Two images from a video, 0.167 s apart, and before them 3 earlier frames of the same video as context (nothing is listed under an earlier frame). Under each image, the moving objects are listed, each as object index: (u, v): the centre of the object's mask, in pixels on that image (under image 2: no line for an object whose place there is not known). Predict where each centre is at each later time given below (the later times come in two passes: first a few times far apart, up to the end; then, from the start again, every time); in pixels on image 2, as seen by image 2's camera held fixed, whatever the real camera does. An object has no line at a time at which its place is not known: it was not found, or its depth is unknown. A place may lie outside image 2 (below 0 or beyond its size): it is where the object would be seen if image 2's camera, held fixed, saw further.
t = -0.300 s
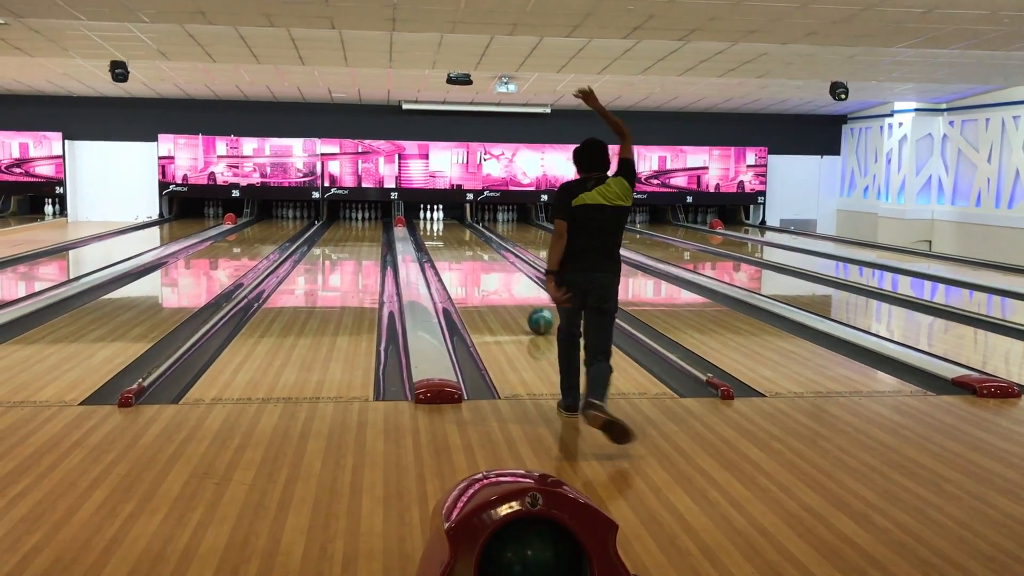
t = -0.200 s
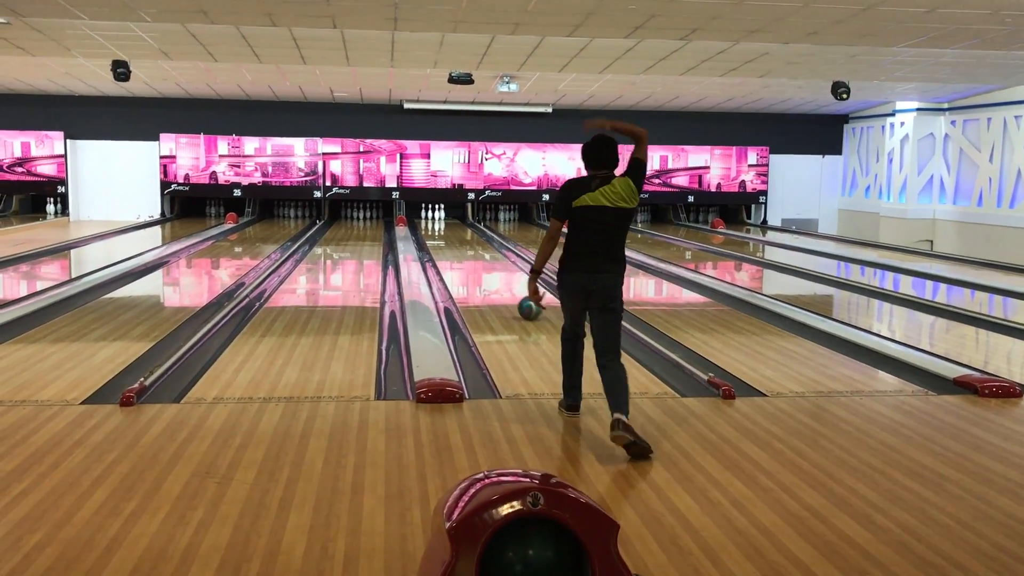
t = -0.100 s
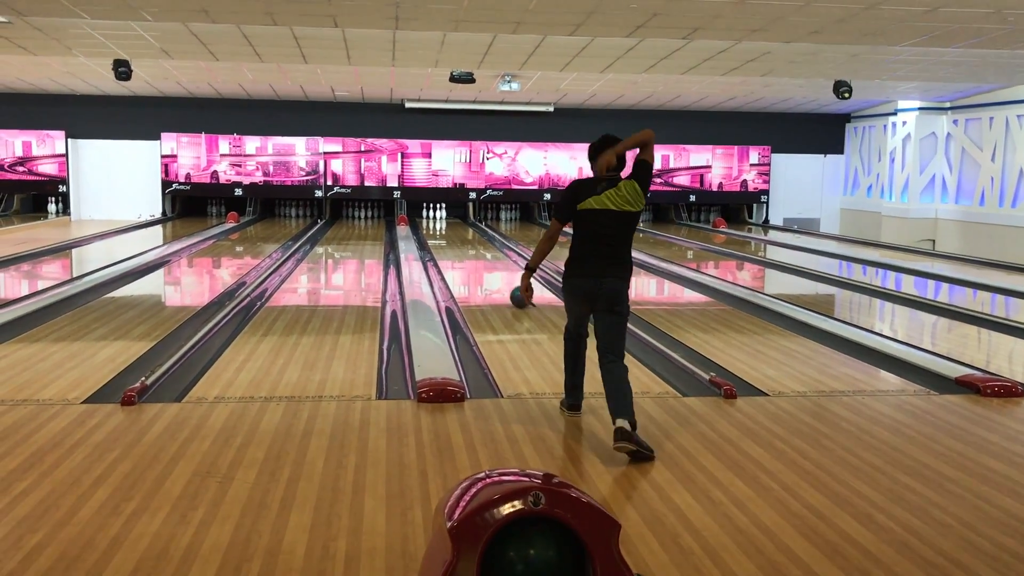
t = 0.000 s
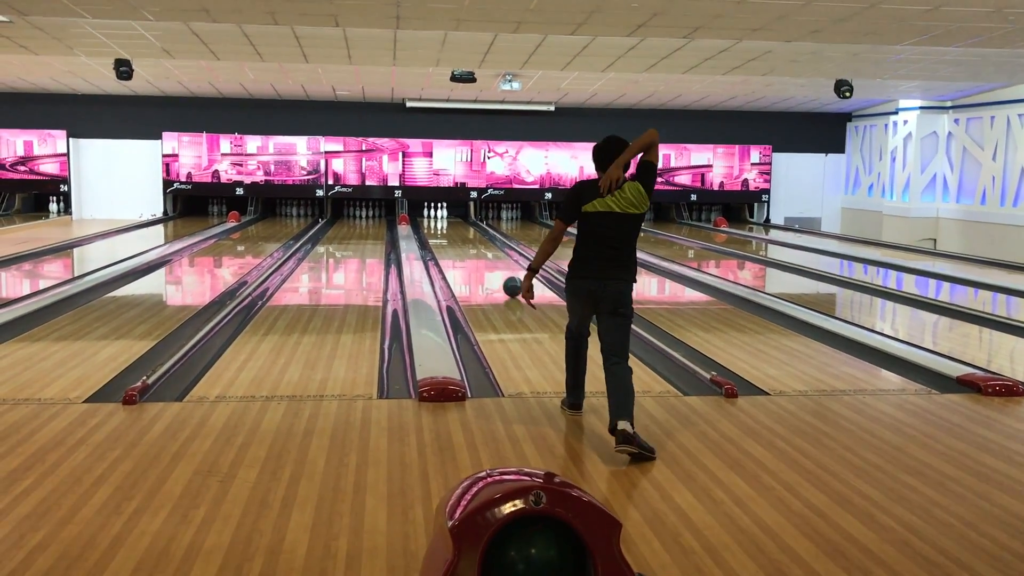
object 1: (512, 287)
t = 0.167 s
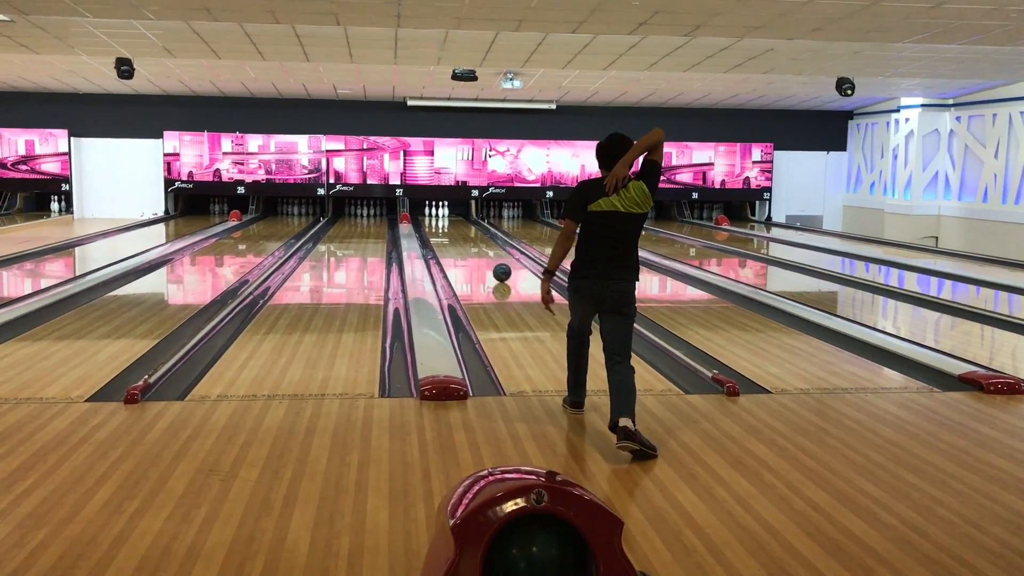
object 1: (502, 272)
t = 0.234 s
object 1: (498, 268)
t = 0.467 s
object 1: (485, 255)
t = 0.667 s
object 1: (476, 247)
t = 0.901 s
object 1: (468, 239)
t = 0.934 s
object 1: (467, 238)
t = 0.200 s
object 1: (500, 270)
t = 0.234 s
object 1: (498, 268)
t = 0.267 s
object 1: (496, 266)
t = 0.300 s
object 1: (494, 264)
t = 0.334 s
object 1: (492, 262)
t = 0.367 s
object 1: (490, 260)
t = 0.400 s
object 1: (488, 259)
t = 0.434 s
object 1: (487, 257)
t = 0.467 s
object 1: (485, 255)
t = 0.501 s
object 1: (483, 254)
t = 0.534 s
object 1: (482, 252)
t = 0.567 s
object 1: (480, 251)
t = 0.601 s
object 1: (479, 250)
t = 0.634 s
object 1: (477, 249)
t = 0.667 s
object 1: (476, 247)
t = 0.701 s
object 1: (475, 246)
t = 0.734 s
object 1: (474, 244)
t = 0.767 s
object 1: (472, 243)
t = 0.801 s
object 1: (471, 242)
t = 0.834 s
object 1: (470, 241)
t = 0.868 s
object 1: (470, 240)
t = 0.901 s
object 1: (468, 239)
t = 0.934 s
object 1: (467, 238)
